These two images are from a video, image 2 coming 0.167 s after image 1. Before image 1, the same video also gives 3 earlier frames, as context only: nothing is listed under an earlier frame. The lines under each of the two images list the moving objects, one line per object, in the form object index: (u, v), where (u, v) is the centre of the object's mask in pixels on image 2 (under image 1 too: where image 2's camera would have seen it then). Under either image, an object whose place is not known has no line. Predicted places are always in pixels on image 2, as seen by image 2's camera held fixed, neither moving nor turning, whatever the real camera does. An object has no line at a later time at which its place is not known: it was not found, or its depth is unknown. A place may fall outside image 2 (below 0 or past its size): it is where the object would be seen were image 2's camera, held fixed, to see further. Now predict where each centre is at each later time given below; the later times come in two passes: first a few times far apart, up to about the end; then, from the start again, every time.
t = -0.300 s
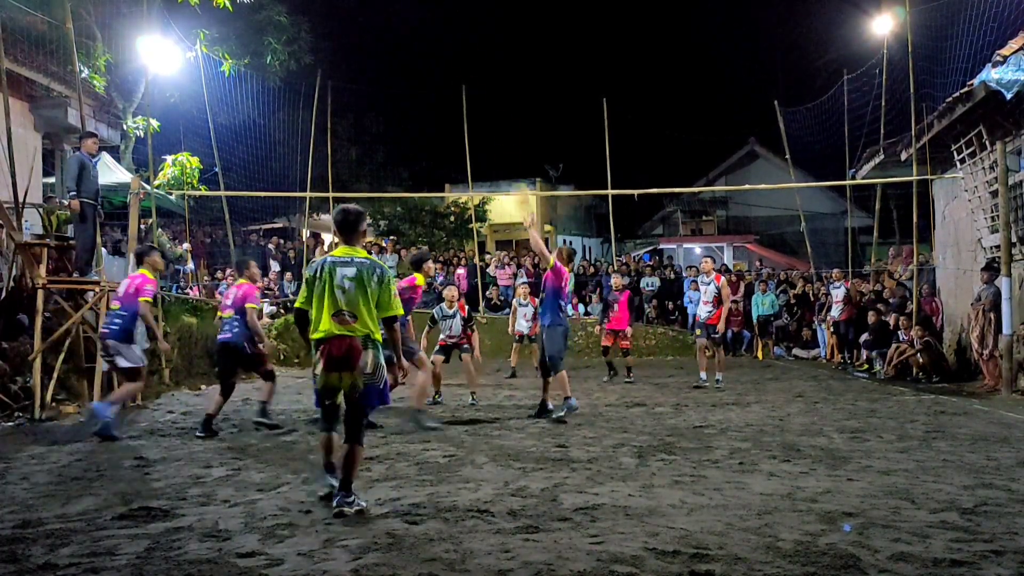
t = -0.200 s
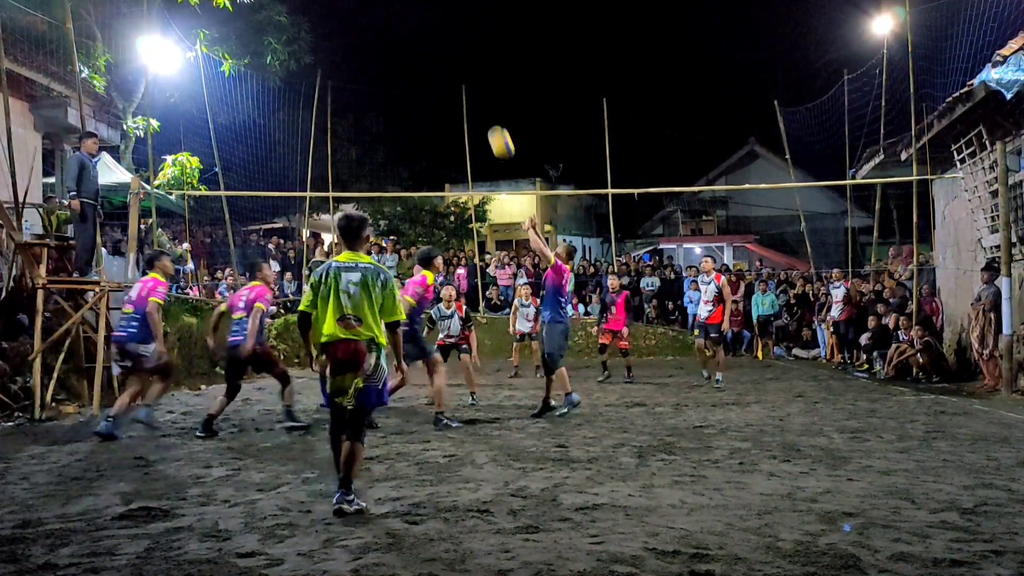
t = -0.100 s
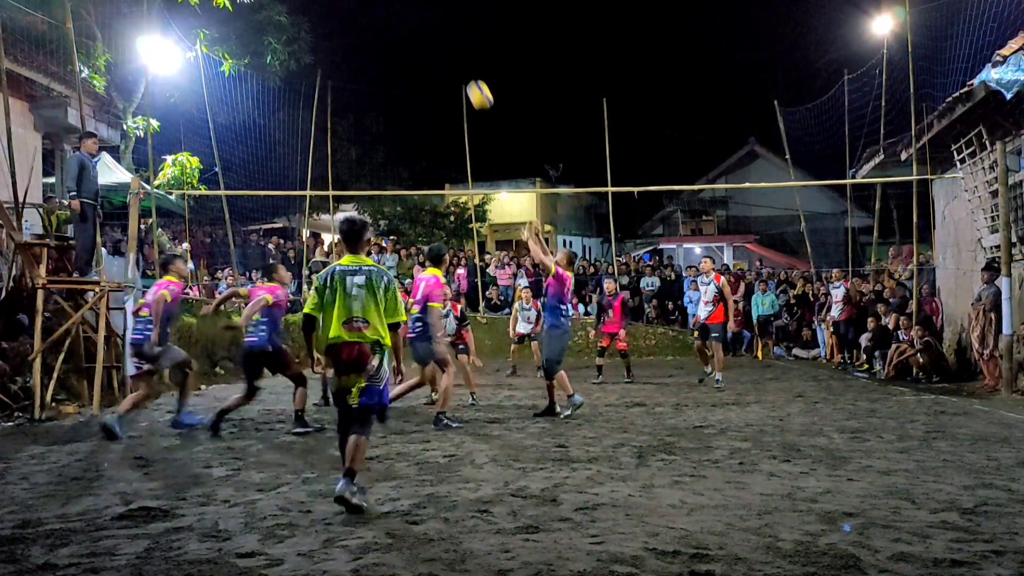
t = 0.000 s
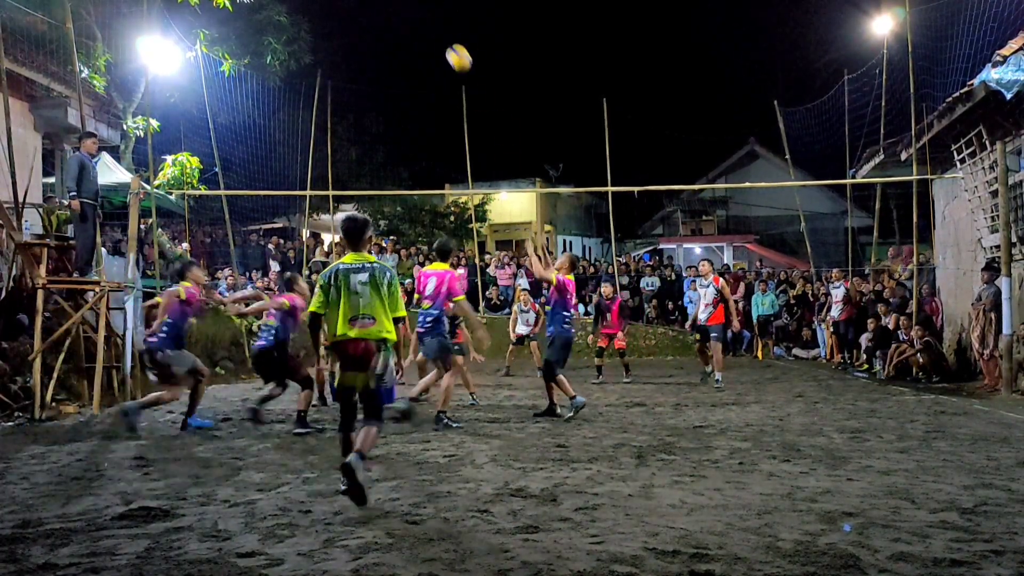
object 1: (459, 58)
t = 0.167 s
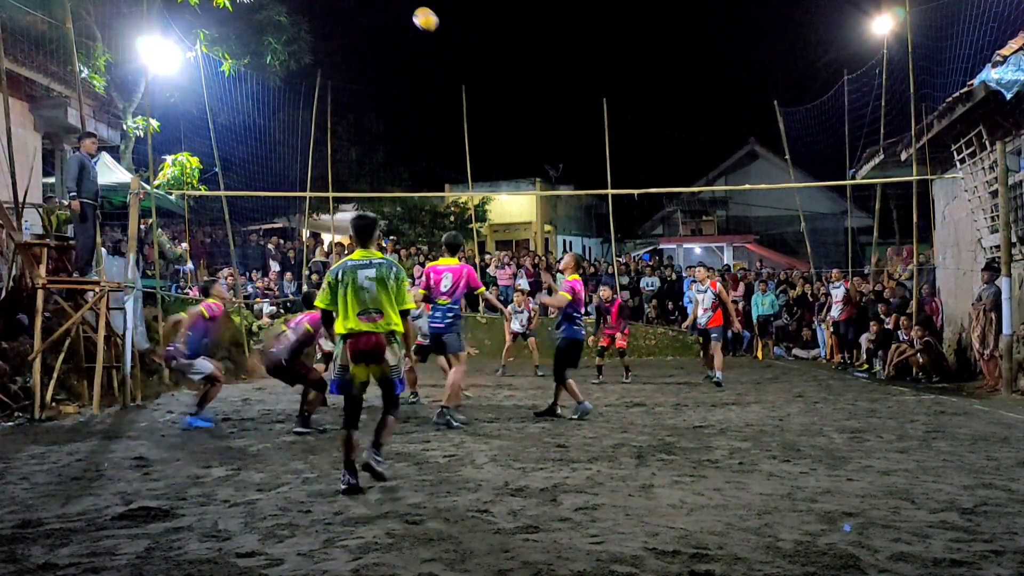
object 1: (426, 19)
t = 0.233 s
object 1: (412, 11)
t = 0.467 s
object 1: (369, 18)
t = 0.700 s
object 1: (328, 75)
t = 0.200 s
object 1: (419, 15)
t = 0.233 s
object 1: (412, 11)
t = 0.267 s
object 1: (406, 10)
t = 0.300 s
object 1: (400, 9)
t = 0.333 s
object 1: (393, 9)
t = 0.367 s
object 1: (387, 10)
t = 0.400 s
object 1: (381, 11)
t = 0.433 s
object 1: (375, 14)
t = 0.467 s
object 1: (369, 18)
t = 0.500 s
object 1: (363, 23)
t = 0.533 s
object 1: (357, 30)
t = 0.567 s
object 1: (351, 37)
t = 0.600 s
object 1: (345, 45)
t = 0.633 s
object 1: (339, 54)
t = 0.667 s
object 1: (334, 65)
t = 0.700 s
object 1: (328, 75)
